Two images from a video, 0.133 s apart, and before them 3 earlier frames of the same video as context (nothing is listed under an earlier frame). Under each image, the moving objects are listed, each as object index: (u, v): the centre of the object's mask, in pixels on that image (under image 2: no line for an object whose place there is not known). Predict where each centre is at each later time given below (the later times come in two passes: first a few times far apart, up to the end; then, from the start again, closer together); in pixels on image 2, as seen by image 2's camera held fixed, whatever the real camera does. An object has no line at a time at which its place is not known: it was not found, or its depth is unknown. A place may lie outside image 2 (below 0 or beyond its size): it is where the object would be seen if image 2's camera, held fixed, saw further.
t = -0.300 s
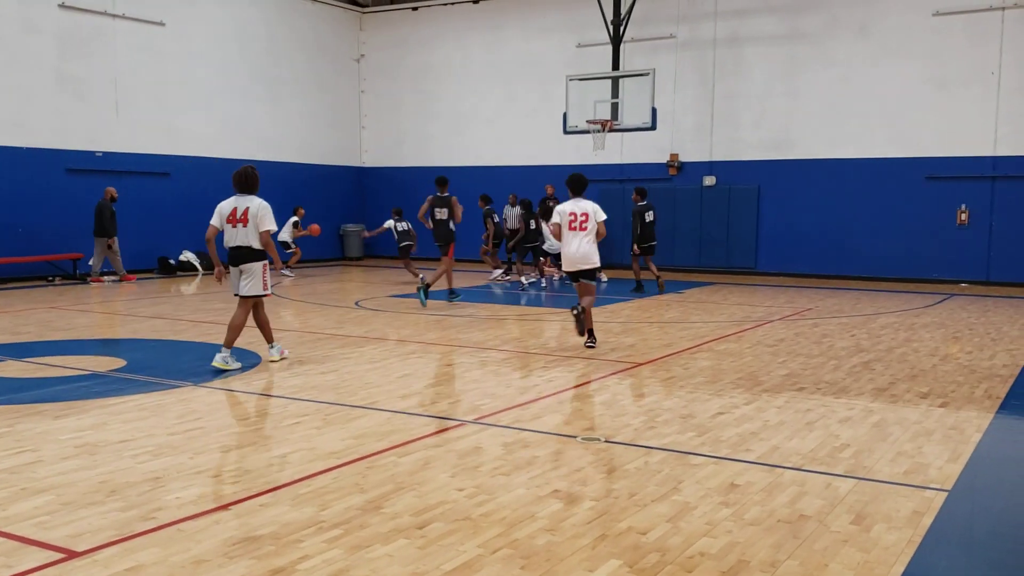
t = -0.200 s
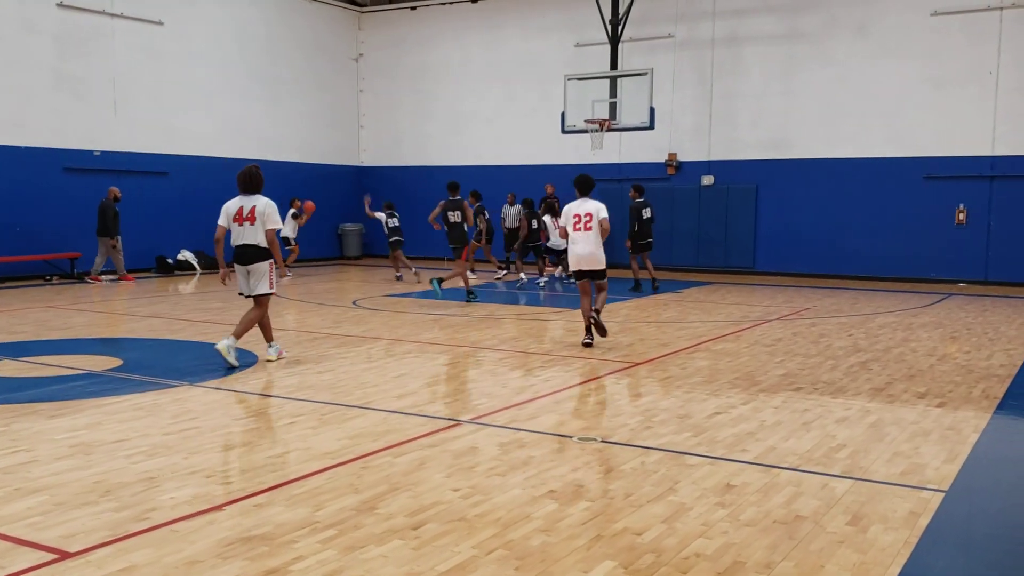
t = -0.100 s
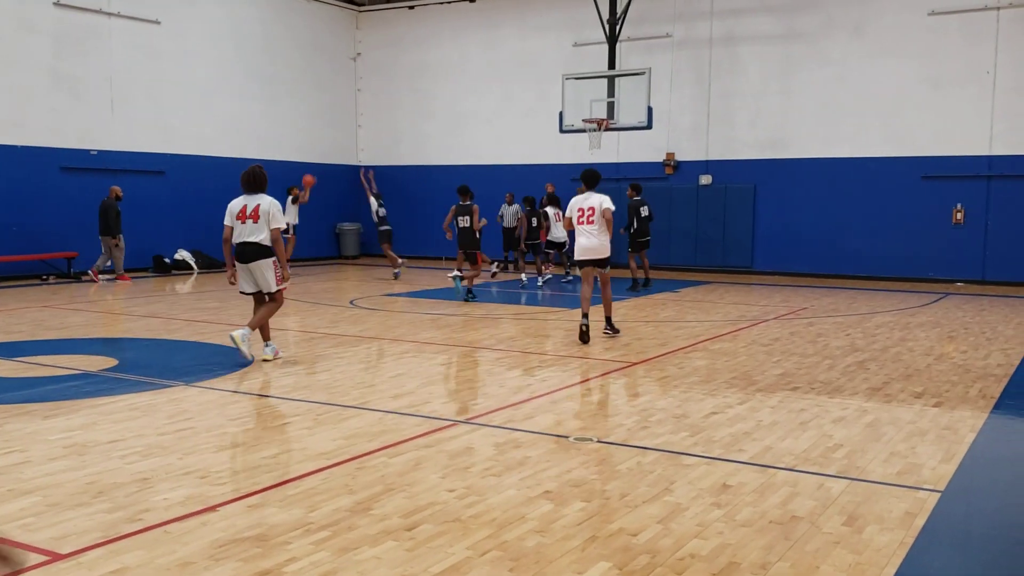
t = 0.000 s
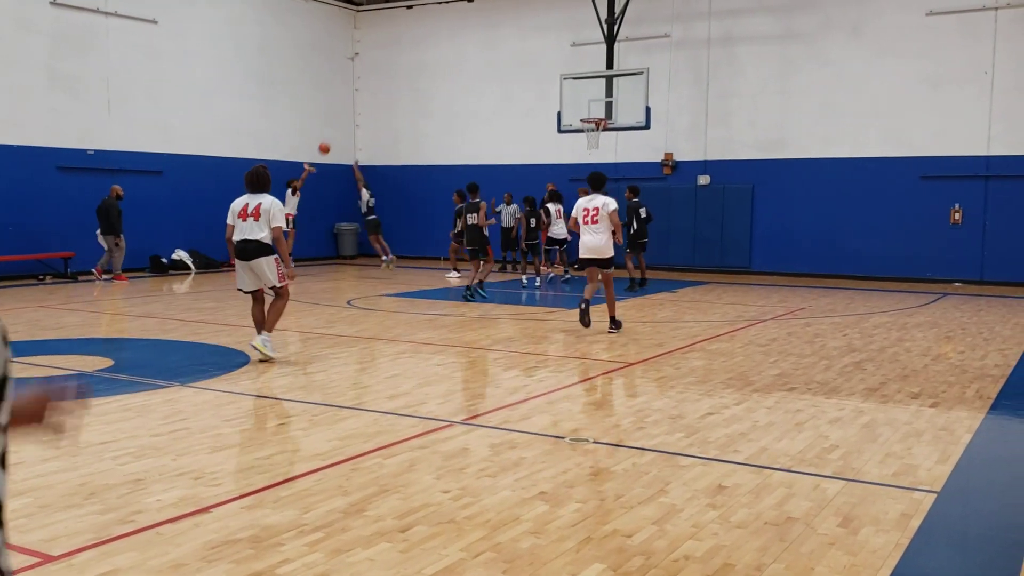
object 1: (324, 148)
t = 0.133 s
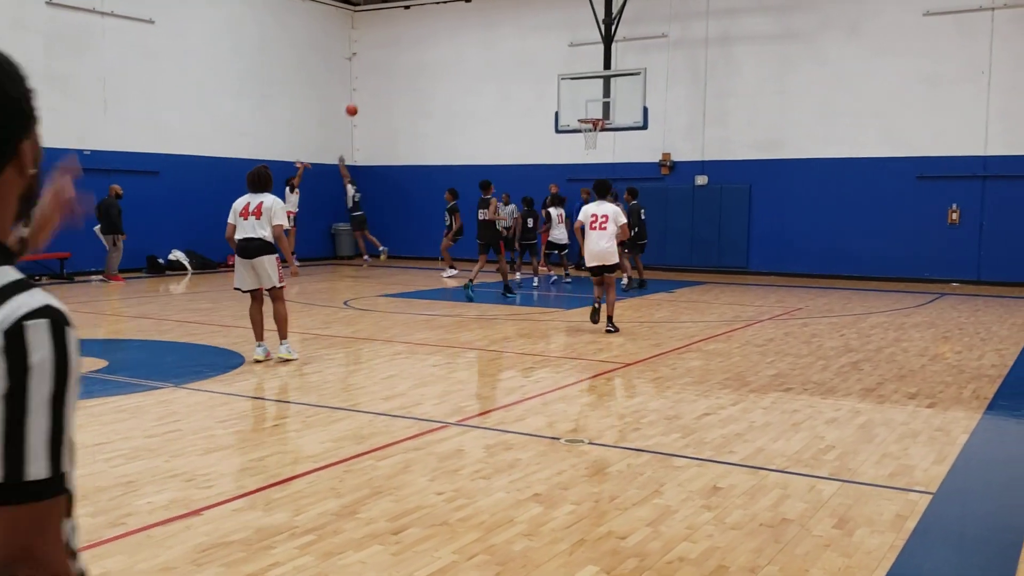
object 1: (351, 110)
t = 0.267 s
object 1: (382, 79)
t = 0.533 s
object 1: (444, 46)
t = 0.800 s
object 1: (507, 48)
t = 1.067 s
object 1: (571, 86)
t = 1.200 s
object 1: (598, 109)
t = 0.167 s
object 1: (359, 102)
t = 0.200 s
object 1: (367, 93)
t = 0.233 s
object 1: (374, 86)
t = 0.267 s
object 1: (382, 79)
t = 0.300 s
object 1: (390, 73)
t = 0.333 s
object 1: (398, 68)
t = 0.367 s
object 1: (405, 62)
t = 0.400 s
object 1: (413, 58)
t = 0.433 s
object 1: (420, 54)
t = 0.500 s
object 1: (436, 48)
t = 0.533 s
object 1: (444, 46)
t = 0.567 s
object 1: (452, 44)
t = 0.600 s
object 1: (459, 43)
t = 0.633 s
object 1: (468, 42)
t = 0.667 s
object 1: (475, 42)
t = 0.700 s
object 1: (483, 43)
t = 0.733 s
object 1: (491, 44)
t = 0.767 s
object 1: (499, 45)
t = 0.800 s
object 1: (507, 48)
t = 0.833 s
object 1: (515, 50)
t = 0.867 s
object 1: (522, 54)
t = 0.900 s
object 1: (531, 58)
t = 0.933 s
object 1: (538, 63)
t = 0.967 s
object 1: (546, 68)
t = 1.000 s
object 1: (554, 73)
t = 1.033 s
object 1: (562, 79)
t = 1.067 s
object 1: (571, 86)
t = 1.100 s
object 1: (579, 94)
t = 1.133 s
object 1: (587, 102)
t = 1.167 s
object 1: (595, 111)
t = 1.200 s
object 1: (598, 109)
